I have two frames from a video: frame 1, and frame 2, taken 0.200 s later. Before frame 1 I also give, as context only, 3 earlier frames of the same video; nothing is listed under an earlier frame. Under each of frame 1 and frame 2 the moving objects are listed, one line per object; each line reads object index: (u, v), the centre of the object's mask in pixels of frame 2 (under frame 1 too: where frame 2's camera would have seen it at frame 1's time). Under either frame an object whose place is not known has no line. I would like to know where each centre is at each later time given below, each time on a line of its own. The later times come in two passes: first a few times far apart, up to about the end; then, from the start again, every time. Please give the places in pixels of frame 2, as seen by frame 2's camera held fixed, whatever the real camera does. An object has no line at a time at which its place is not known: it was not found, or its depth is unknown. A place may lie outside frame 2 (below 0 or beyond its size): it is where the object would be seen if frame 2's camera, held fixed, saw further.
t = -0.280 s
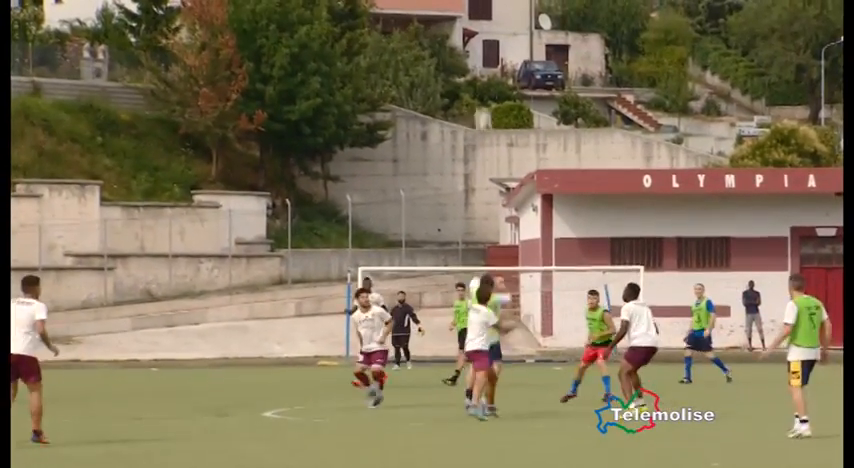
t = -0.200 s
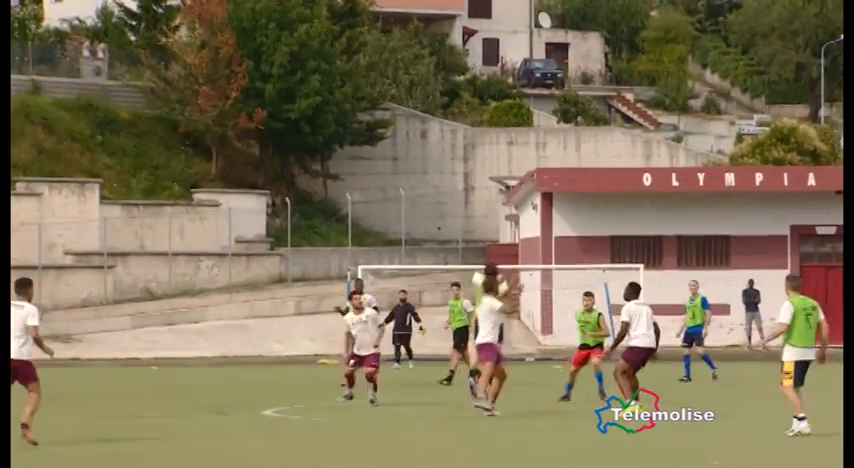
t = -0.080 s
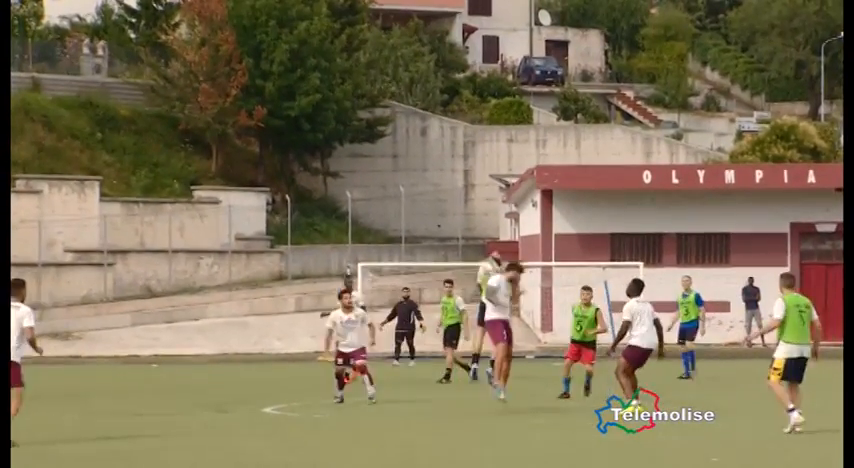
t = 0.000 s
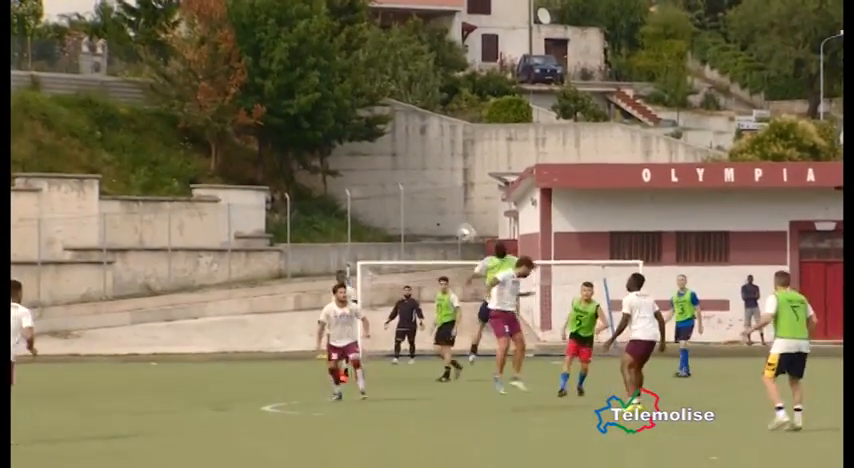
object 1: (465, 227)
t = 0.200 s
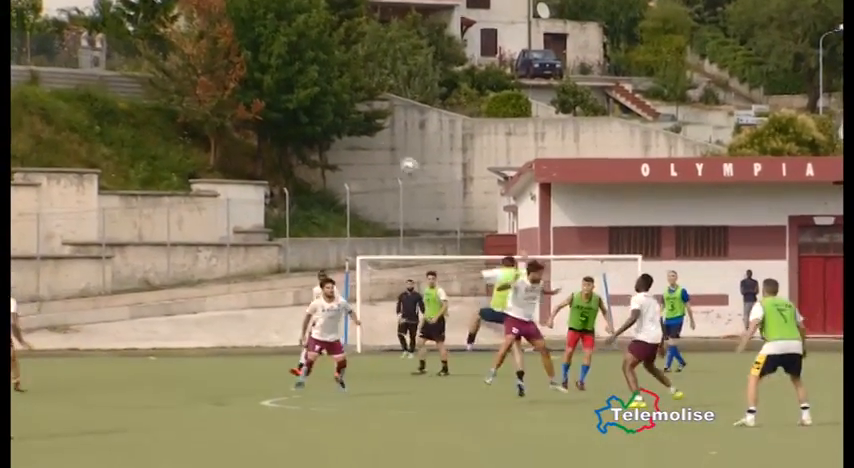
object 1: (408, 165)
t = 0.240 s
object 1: (397, 156)
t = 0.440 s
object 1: (343, 134)
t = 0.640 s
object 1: (292, 142)
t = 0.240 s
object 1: (397, 156)
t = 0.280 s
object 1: (387, 150)
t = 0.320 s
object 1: (376, 144)
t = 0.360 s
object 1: (365, 140)
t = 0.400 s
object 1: (354, 136)
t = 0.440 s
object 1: (343, 134)
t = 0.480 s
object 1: (333, 133)
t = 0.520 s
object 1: (323, 134)
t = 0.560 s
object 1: (313, 136)
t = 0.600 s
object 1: (302, 138)
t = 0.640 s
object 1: (292, 142)
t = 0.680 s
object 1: (282, 147)
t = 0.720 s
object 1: (271, 152)
